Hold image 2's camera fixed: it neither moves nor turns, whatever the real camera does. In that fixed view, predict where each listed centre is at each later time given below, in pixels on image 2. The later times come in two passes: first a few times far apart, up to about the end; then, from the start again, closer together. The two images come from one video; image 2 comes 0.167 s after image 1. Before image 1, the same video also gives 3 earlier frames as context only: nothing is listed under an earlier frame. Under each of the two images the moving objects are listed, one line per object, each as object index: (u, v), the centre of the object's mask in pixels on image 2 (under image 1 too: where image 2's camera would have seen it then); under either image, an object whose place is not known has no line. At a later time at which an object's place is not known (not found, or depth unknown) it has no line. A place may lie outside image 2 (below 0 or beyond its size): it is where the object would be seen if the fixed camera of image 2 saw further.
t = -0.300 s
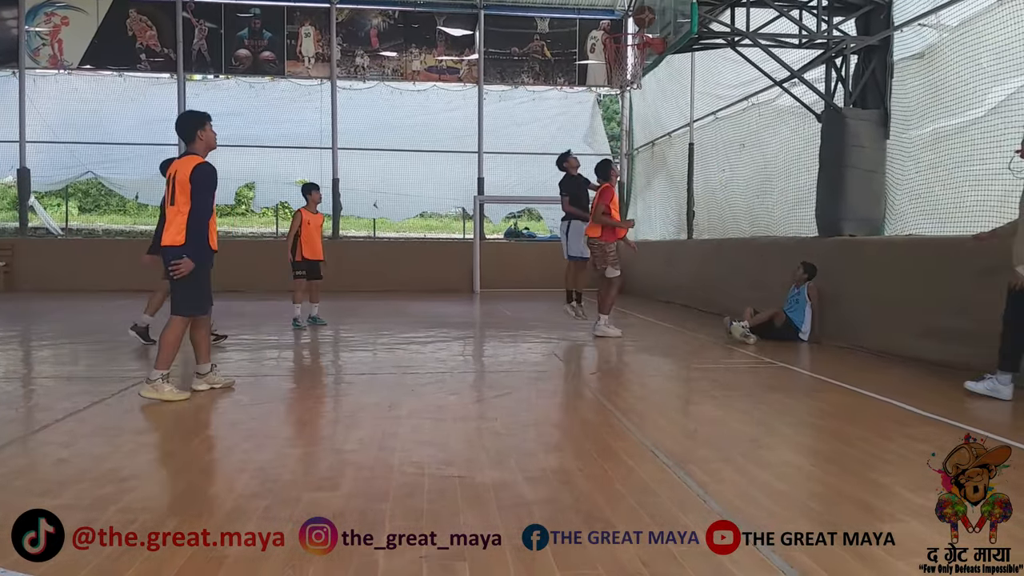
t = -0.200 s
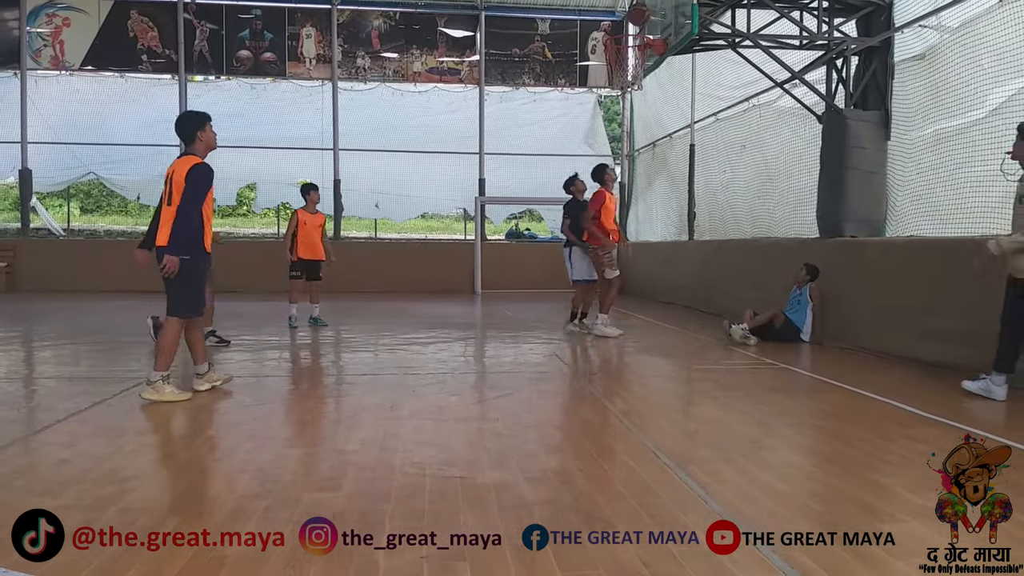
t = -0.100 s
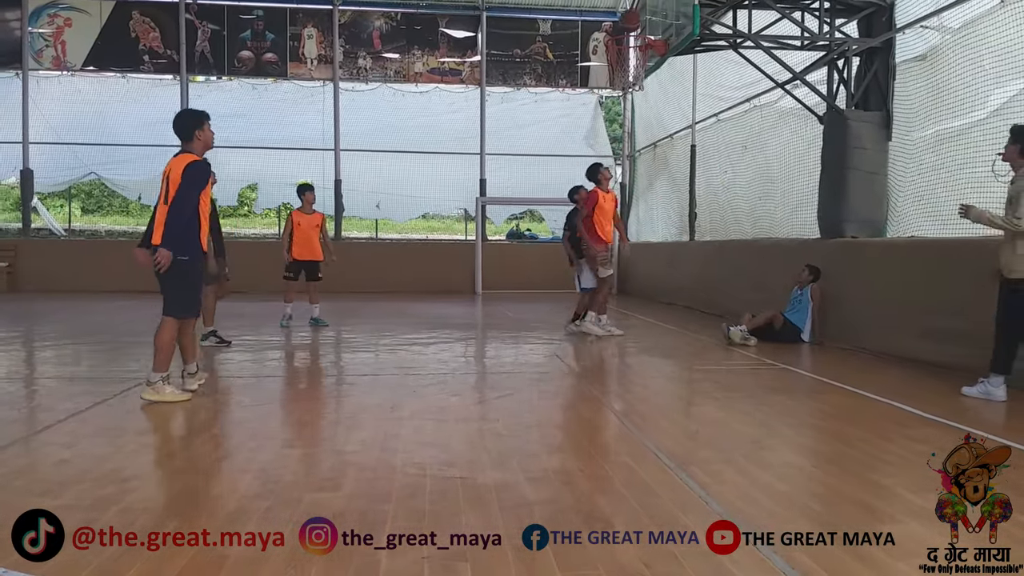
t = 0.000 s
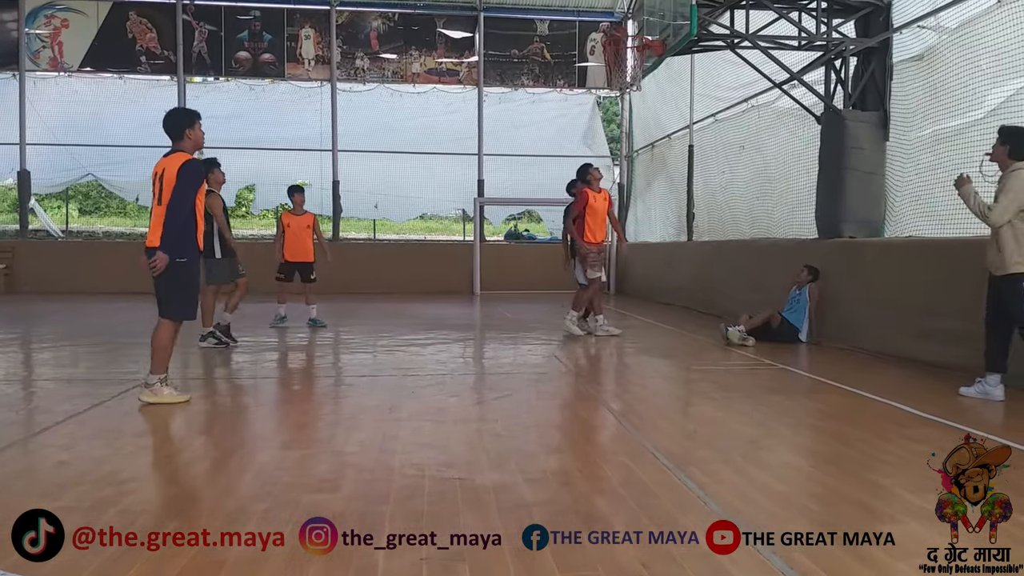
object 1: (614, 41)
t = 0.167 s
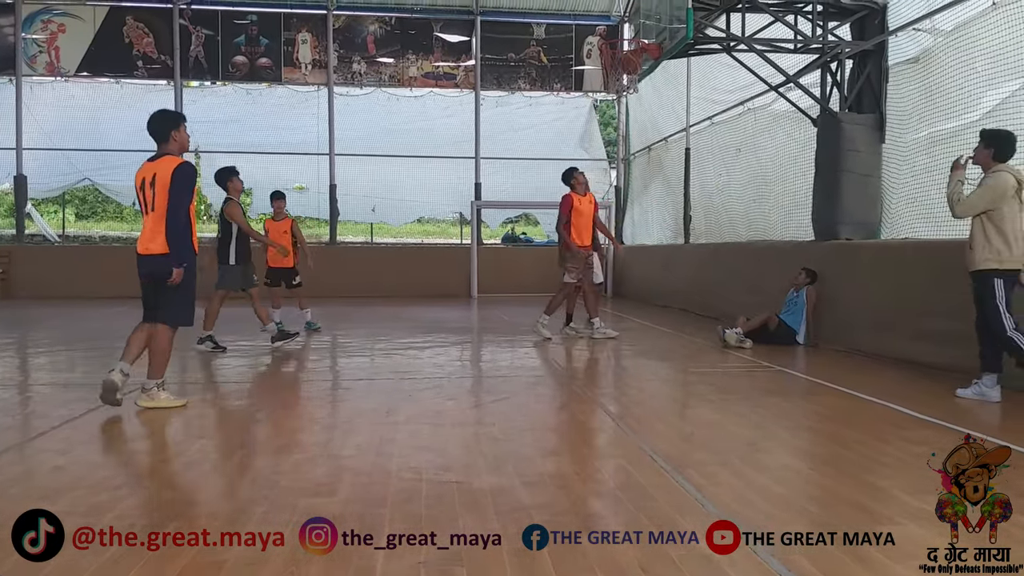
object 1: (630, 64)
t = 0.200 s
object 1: (634, 68)
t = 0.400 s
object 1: (642, 92)
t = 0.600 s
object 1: (647, 152)
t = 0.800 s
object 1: (651, 249)
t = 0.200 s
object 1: (634, 68)
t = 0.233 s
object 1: (636, 72)
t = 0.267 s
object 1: (638, 74)
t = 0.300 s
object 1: (639, 77)
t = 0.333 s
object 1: (640, 82)
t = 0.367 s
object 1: (641, 87)
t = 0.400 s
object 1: (642, 92)
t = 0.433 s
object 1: (643, 99)
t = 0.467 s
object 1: (643, 108)
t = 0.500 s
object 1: (644, 117)
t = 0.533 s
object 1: (645, 128)
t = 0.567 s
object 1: (646, 139)
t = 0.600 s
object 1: (647, 152)
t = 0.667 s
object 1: (648, 181)
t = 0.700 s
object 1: (649, 196)
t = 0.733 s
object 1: (650, 213)
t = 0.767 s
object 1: (650, 231)
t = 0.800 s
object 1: (651, 249)
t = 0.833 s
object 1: (653, 268)
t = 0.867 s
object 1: (655, 289)
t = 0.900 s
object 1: (655, 310)
